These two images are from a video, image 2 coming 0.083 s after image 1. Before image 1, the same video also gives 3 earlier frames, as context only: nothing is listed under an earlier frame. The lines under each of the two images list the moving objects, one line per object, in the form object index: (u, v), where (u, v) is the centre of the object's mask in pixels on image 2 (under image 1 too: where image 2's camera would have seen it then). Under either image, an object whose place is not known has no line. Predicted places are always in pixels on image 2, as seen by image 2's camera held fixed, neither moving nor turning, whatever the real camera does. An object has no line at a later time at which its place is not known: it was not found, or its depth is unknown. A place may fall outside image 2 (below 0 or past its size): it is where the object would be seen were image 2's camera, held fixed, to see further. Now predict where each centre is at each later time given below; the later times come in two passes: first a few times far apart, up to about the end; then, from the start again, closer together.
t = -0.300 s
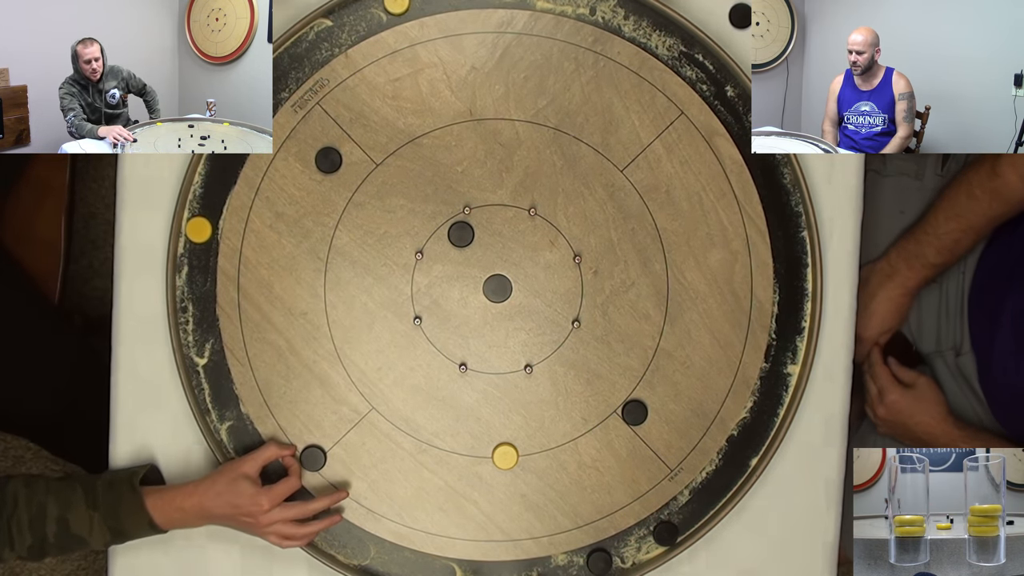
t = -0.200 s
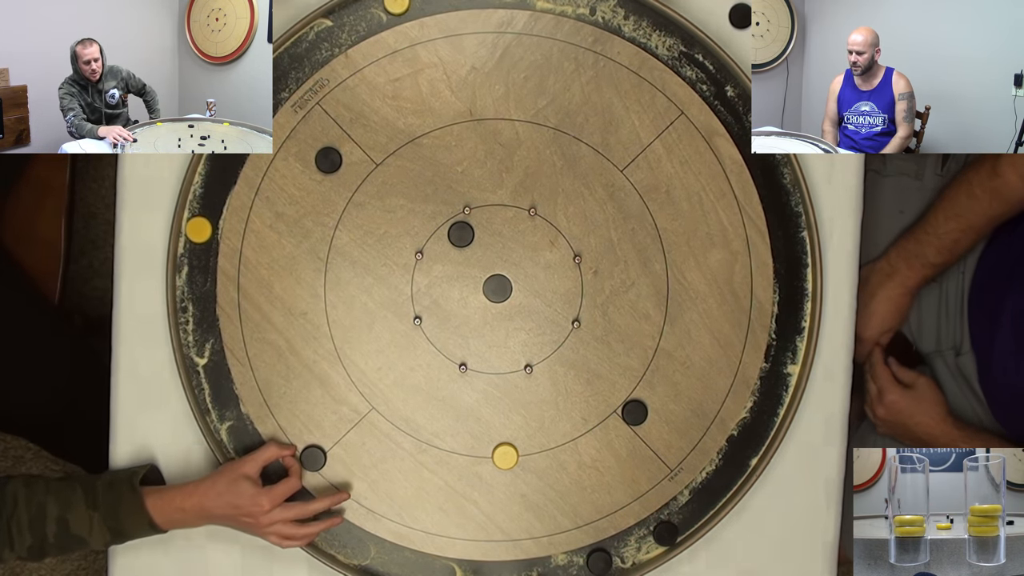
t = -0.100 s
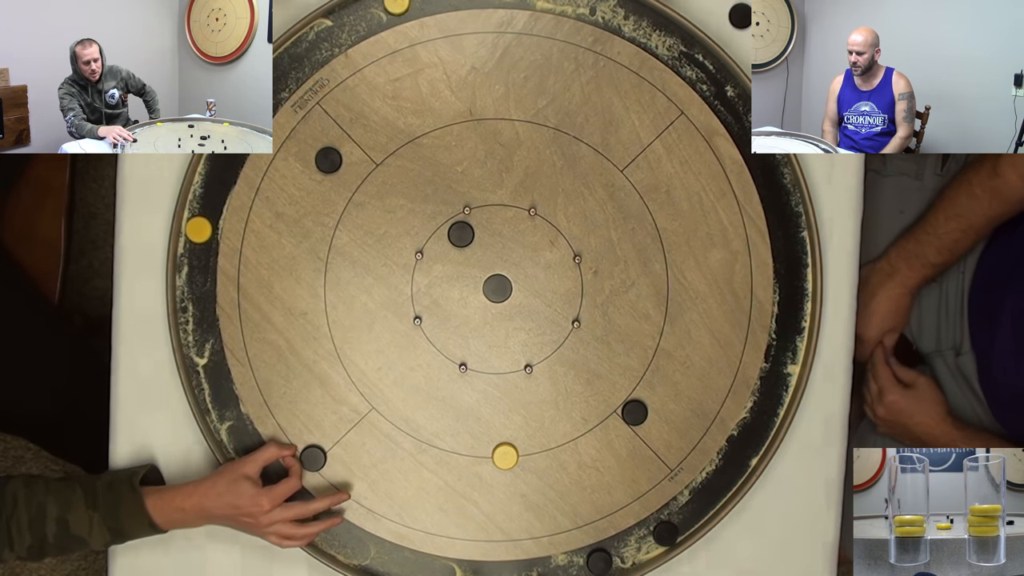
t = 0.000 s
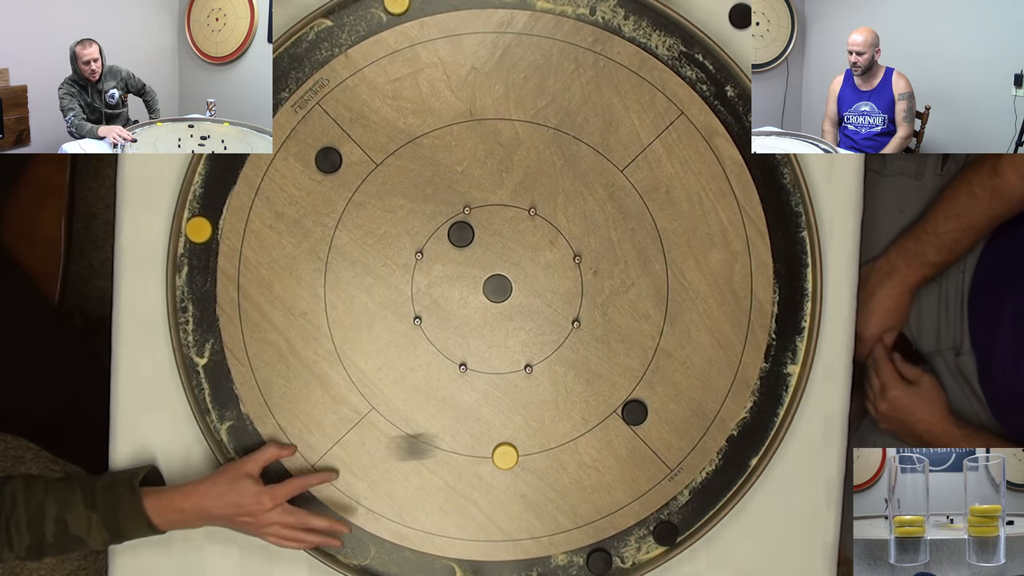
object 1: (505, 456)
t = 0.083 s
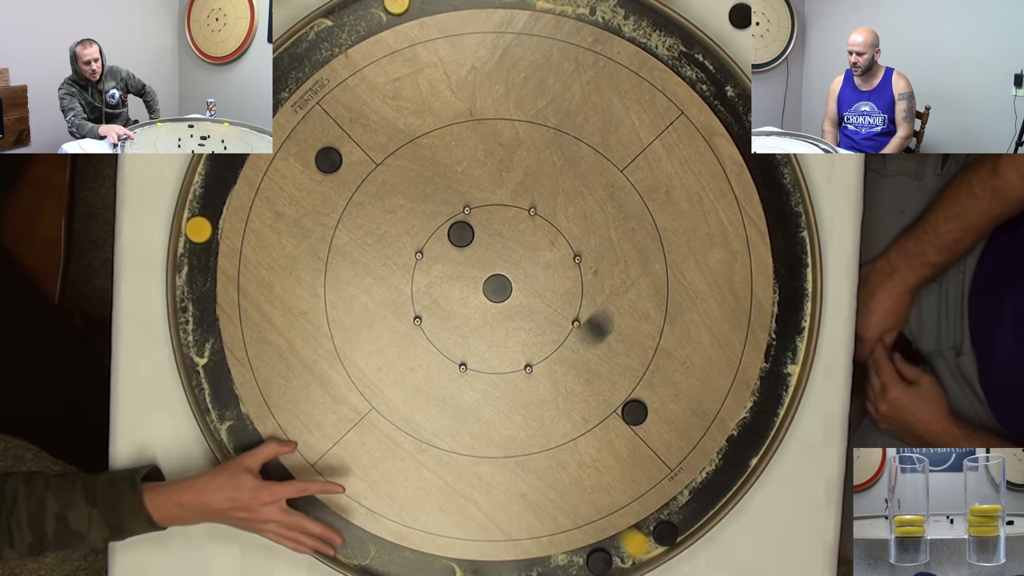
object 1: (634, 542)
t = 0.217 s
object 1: (714, 496)
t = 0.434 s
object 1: (768, 397)
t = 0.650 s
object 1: (792, 314)
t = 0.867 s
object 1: (784, 252)
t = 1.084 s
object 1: (780, 233)
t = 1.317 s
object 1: (780, 232)
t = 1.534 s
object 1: (780, 232)
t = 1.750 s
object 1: (780, 232)
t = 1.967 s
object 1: (780, 232)
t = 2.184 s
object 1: (780, 232)
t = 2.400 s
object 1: (780, 232)
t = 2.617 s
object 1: (780, 232)
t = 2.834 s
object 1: (780, 232)
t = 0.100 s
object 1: (648, 535)
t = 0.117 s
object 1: (662, 534)
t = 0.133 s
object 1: (673, 529)
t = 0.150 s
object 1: (676, 516)
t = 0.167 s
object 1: (683, 507)
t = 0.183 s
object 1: (694, 504)
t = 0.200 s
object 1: (704, 501)
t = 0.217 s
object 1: (714, 496)
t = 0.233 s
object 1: (719, 488)
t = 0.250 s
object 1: (724, 479)
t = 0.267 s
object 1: (728, 471)
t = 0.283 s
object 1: (733, 463)
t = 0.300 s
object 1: (737, 455)
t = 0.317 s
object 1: (741, 447)
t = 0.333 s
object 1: (745, 439)
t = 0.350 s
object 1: (749, 431)
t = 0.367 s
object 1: (753, 424)
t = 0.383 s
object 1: (757, 417)
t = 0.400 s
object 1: (761, 410)
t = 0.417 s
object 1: (764, 403)
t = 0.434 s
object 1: (768, 397)
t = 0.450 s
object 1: (771, 390)
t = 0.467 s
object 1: (774, 384)
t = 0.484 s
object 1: (778, 377)
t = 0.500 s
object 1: (781, 371)
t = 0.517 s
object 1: (784, 365)
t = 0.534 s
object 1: (788, 359)
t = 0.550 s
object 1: (791, 352)
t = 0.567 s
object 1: (792, 346)
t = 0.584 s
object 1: (792, 339)
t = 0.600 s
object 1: (792, 333)
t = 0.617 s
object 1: (792, 327)
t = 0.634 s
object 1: (792, 320)
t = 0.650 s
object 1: (792, 314)
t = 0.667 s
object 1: (792, 308)
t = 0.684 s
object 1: (791, 302)
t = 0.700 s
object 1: (791, 297)
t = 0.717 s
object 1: (790, 291)
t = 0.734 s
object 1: (790, 285)
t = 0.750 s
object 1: (789, 280)
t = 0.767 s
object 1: (788, 275)
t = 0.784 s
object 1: (787, 271)
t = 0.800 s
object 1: (787, 266)
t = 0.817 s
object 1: (786, 262)
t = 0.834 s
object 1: (786, 259)
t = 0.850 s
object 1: (785, 255)
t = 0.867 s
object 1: (784, 252)
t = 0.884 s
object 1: (784, 249)
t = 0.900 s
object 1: (783, 247)
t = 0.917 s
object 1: (783, 244)
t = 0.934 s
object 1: (782, 242)
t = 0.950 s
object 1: (782, 241)
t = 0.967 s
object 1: (781, 239)
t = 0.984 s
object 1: (781, 238)
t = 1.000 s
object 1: (781, 237)
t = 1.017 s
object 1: (781, 236)
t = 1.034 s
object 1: (781, 235)
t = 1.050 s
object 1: (780, 234)
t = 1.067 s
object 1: (780, 234)
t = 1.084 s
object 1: (780, 233)
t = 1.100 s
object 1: (780, 233)
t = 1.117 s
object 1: (780, 233)
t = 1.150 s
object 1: (780, 232)
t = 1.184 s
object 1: (780, 232)
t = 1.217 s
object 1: (780, 232)
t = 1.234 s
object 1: (780, 232)
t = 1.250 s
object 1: (780, 232)
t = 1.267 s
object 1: (780, 232)
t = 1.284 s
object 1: (780, 232)
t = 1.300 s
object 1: (780, 232)
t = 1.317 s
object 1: (780, 232)
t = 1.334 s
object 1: (780, 232)
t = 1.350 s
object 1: (780, 232)
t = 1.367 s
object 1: (780, 232)
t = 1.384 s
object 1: (780, 232)
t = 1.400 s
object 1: (780, 232)
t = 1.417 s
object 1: (780, 232)
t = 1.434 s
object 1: (780, 232)
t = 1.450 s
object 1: (780, 232)
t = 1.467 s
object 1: (780, 232)
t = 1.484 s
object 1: (780, 232)
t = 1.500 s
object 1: (780, 232)
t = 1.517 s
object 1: (780, 232)
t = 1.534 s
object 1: (780, 232)
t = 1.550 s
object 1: (780, 232)
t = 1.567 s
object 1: (780, 232)
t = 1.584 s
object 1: (780, 232)
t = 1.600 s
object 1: (780, 232)
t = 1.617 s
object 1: (780, 232)
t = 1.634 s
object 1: (780, 232)
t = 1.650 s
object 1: (780, 232)
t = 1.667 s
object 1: (780, 232)
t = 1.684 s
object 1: (780, 232)
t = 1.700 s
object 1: (780, 232)
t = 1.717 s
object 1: (780, 232)
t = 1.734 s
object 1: (780, 232)
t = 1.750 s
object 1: (780, 232)
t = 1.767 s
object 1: (780, 232)
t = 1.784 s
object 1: (780, 232)
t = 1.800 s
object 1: (780, 232)
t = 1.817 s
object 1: (780, 232)
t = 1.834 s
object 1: (780, 232)
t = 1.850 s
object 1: (780, 232)
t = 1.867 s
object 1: (780, 232)
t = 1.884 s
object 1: (780, 232)
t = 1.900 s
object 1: (780, 232)
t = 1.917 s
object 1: (780, 232)
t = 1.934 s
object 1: (780, 232)
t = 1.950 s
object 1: (780, 232)
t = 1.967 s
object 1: (780, 232)
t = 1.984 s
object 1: (780, 232)
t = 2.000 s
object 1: (780, 232)
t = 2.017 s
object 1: (780, 232)
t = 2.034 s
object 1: (780, 232)
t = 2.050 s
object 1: (780, 232)
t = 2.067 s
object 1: (780, 232)
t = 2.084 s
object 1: (780, 232)
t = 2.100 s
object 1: (780, 232)
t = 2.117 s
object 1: (780, 232)
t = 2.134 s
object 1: (780, 232)
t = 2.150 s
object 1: (780, 232)
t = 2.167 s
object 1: (780, 232)
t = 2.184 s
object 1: (780, 232)
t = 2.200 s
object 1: (780, 232)
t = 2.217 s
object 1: (780, 232)
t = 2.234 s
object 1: (780, 232)
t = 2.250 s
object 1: (780, 232)
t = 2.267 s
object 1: (780, 232)
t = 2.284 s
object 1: (780, 232)
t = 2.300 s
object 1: (780, 232)
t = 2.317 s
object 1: (780, 232)
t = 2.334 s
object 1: (780, 232)
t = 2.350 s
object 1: (780, 232)
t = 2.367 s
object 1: (780, 232)
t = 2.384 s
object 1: (780, 232)
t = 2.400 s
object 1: (780, 232)
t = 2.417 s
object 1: (780, 232)
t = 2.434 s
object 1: (780, 232)
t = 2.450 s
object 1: (780, 232)
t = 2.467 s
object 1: (780, 232)
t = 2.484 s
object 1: (780, 232)
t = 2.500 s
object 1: (780, 232)
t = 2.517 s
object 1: (780, 232)
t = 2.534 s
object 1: (780, 232)
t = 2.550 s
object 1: (780, 232)
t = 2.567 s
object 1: (780, 232)
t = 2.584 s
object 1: (780, 232)
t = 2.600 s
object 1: (780, 232)
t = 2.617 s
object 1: (780, 232)
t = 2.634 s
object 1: (780, 232)
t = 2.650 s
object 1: (780, 232)
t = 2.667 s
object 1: (780, 232)
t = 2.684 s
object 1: (780, 232)
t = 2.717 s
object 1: (780, 232)
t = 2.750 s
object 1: (780, 232)
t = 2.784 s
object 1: (780, 232)
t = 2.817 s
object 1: (780, 232)
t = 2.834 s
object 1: (780, 232)
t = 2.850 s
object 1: (780, 232)
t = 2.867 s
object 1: (780, 232)
